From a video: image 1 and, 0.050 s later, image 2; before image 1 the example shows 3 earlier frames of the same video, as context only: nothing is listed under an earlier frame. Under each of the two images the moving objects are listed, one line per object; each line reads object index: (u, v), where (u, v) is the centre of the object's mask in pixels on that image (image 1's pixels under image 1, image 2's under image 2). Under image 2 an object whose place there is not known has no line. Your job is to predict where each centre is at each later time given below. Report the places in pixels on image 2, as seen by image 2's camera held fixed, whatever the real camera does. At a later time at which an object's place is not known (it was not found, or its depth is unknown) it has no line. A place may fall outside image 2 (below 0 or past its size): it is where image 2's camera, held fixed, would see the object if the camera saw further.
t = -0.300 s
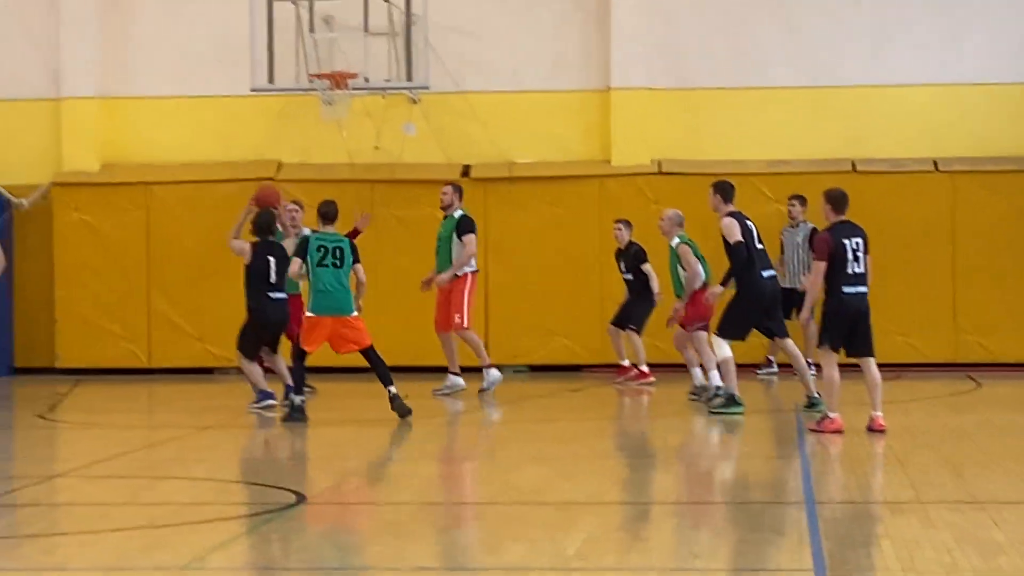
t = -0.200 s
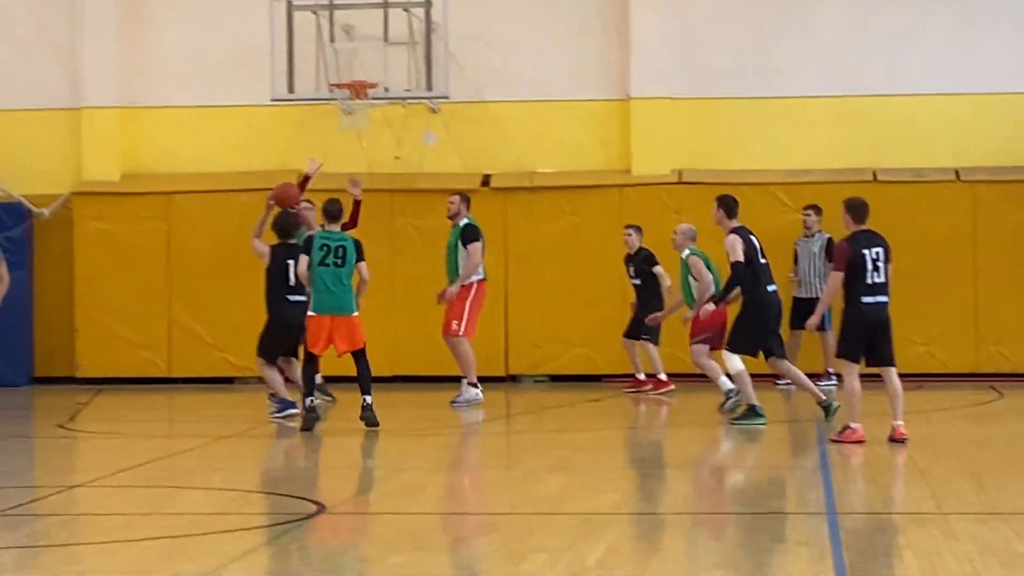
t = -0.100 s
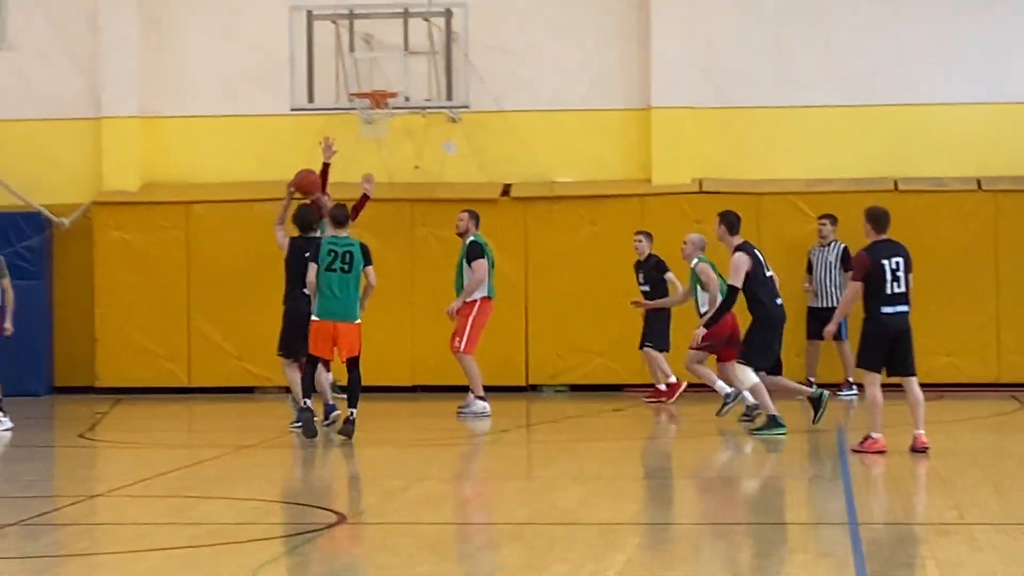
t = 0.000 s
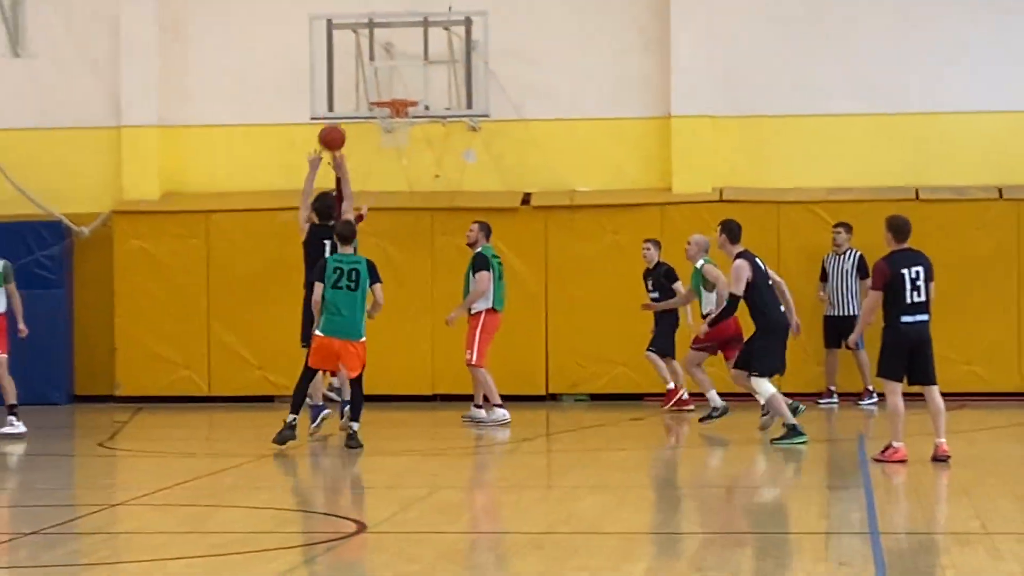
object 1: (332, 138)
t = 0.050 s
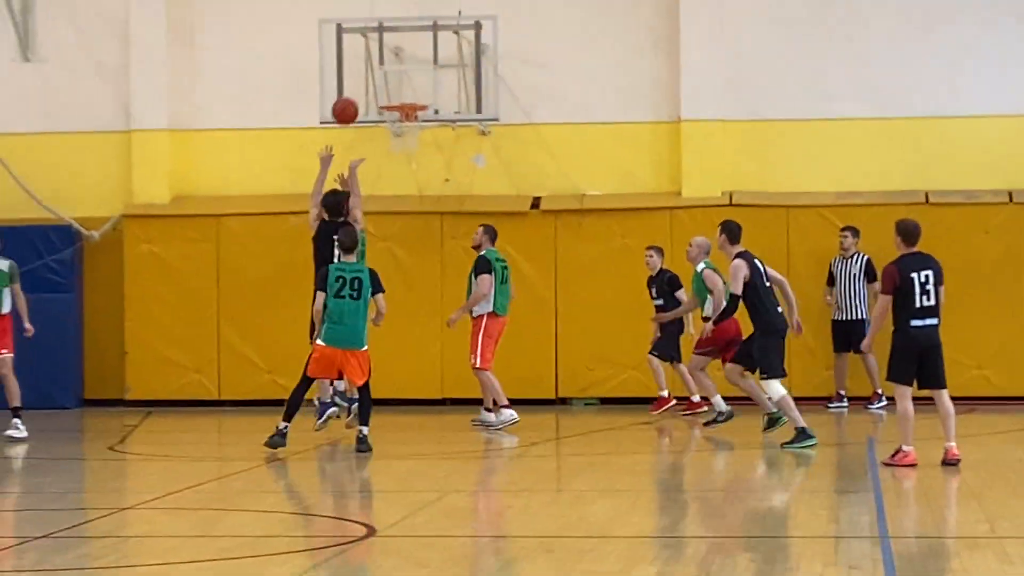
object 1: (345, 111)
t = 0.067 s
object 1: (347, 102)
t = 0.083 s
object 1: (348, 92)
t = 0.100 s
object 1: (349, 83)
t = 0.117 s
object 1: (350, 75)
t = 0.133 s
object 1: (352, 67)
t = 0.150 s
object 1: (354, 60)
